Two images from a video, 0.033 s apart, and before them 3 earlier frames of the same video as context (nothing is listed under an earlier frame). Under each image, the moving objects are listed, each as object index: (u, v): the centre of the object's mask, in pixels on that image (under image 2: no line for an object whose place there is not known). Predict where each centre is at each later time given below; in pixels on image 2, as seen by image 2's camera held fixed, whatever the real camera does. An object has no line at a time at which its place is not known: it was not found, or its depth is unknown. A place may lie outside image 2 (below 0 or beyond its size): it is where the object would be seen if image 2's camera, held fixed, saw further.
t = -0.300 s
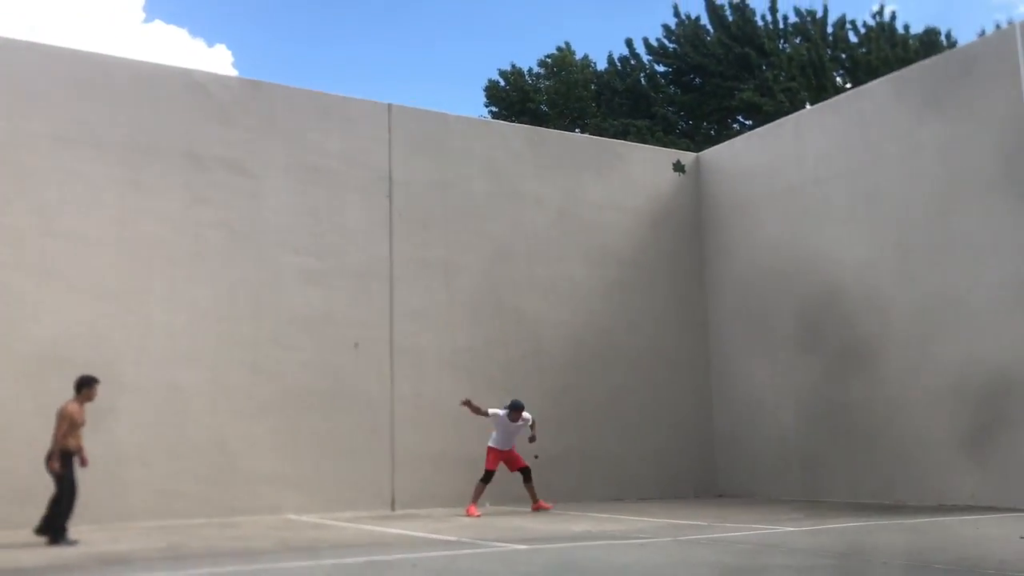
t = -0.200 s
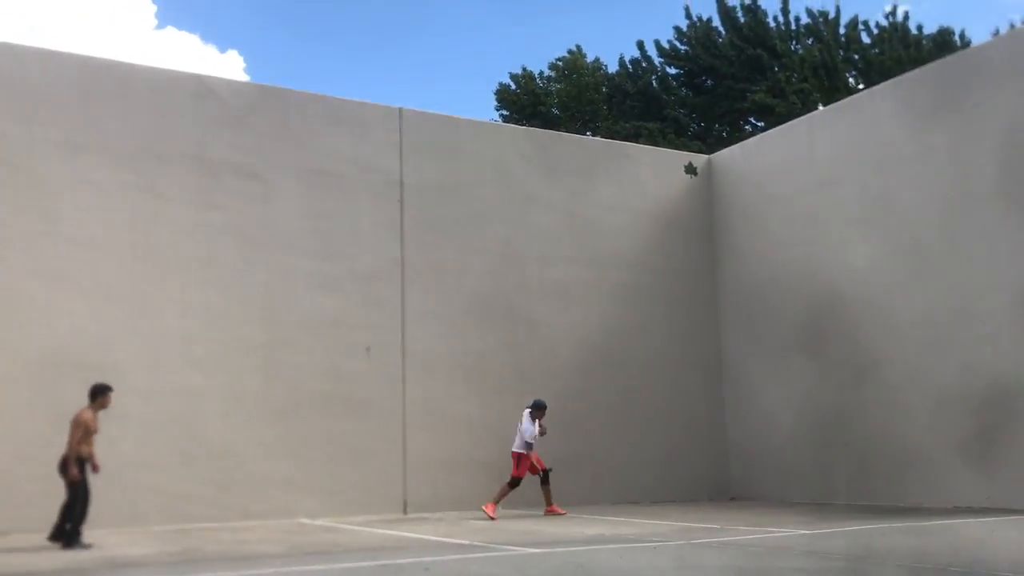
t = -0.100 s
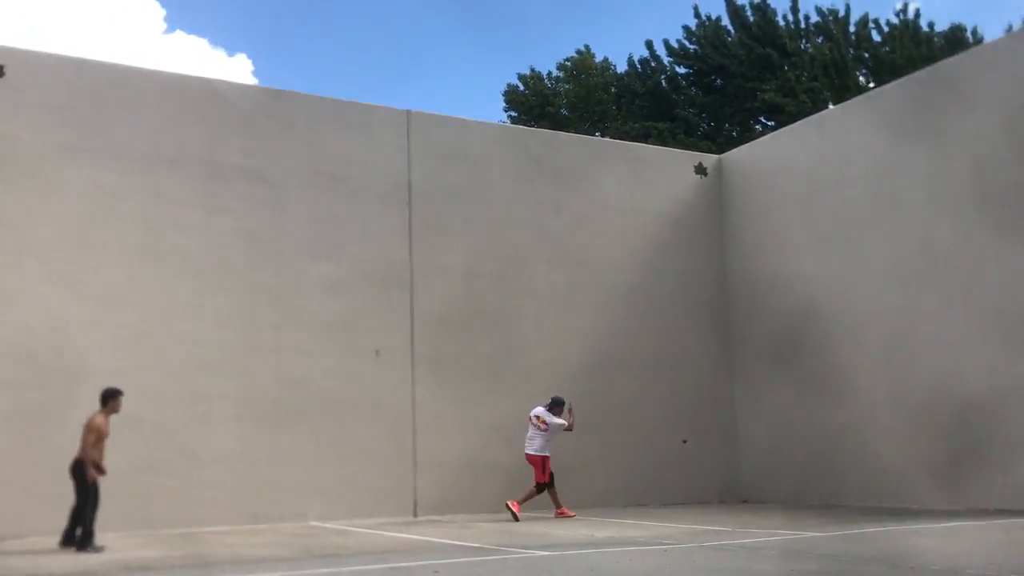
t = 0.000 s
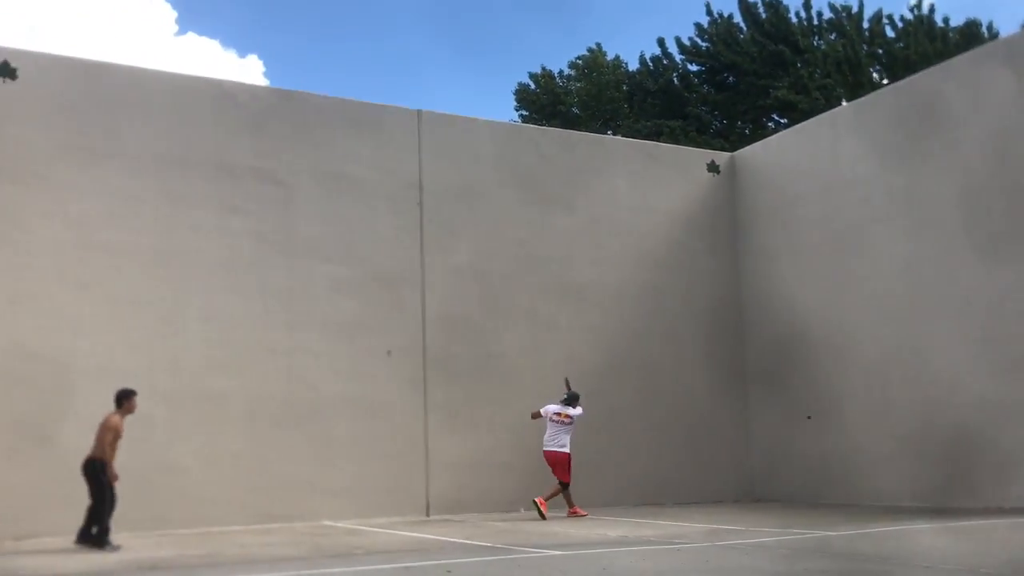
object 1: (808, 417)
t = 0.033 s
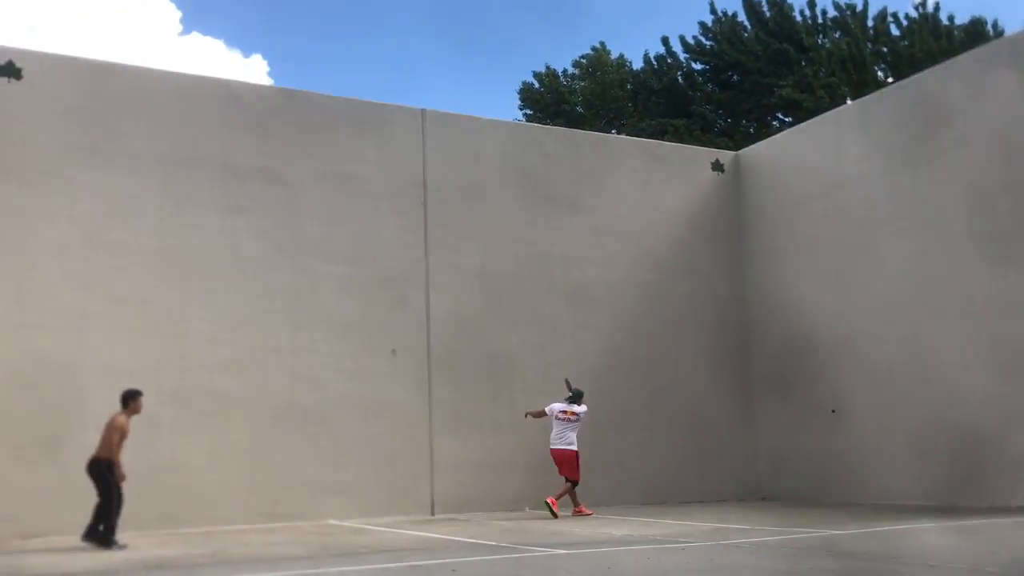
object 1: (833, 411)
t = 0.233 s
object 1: (693, 406)
